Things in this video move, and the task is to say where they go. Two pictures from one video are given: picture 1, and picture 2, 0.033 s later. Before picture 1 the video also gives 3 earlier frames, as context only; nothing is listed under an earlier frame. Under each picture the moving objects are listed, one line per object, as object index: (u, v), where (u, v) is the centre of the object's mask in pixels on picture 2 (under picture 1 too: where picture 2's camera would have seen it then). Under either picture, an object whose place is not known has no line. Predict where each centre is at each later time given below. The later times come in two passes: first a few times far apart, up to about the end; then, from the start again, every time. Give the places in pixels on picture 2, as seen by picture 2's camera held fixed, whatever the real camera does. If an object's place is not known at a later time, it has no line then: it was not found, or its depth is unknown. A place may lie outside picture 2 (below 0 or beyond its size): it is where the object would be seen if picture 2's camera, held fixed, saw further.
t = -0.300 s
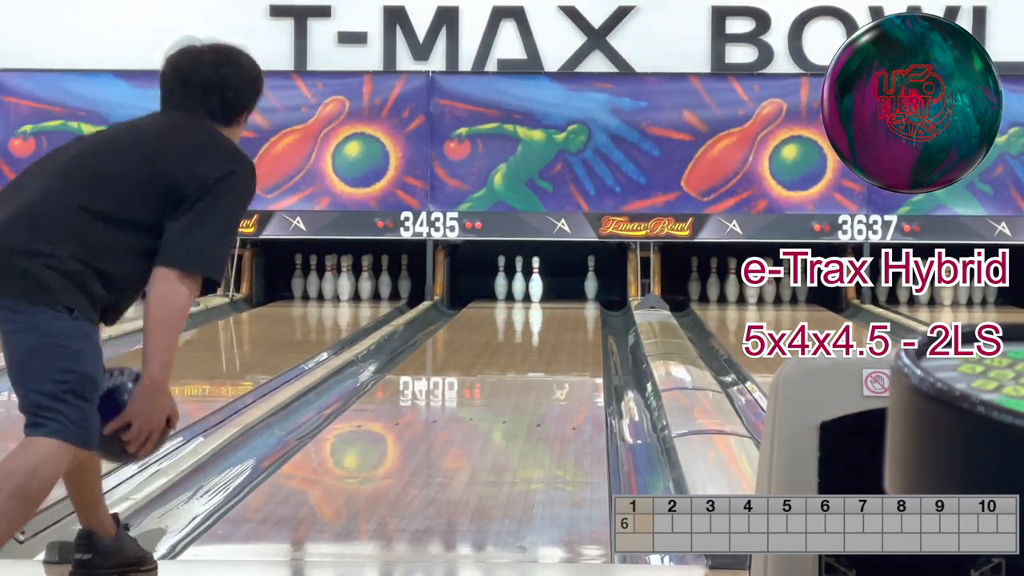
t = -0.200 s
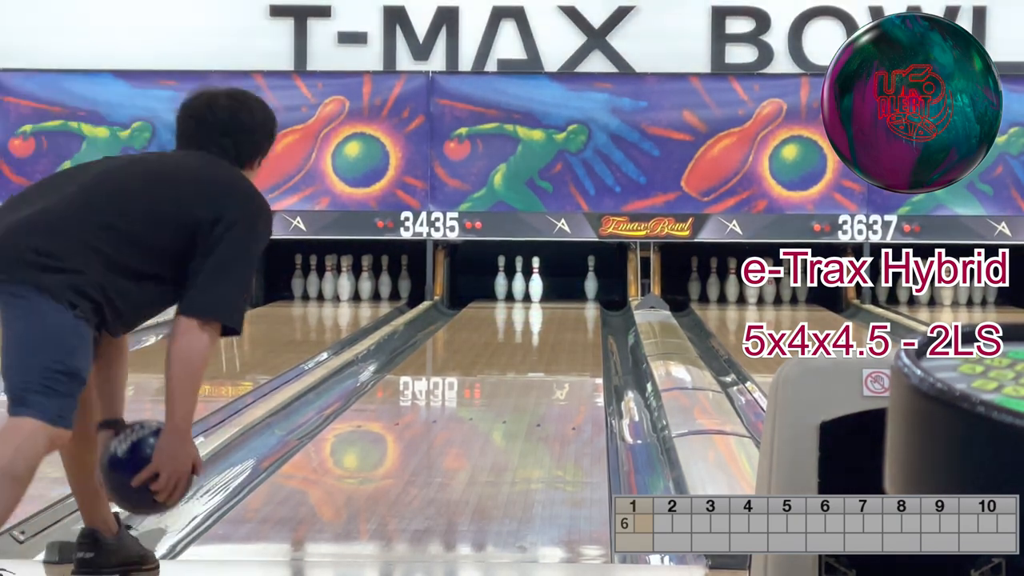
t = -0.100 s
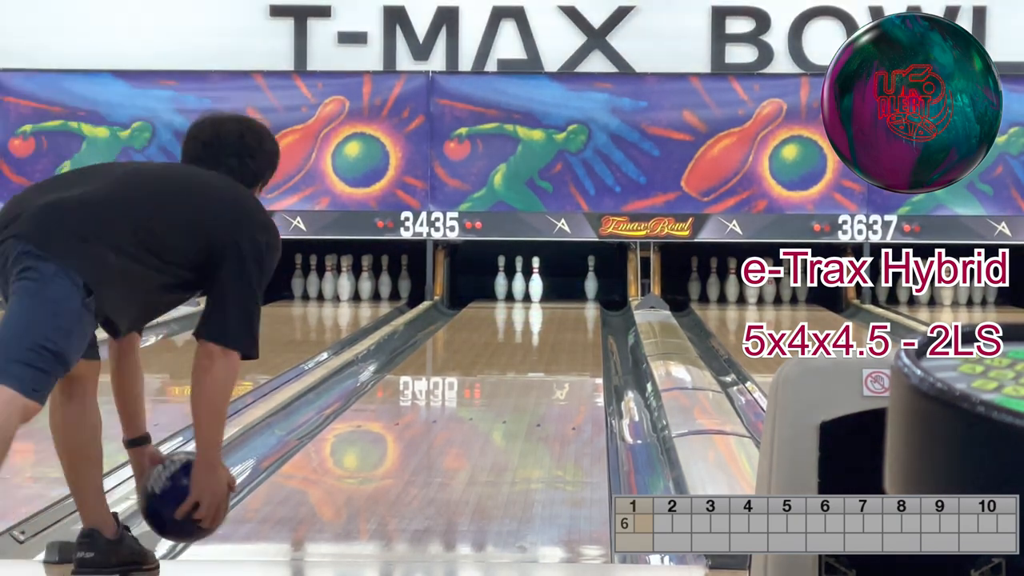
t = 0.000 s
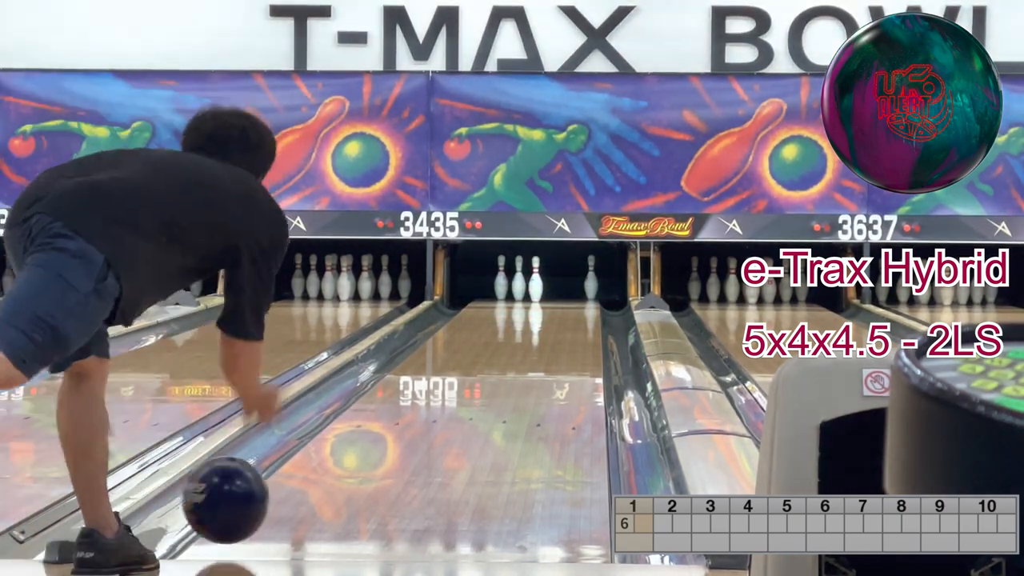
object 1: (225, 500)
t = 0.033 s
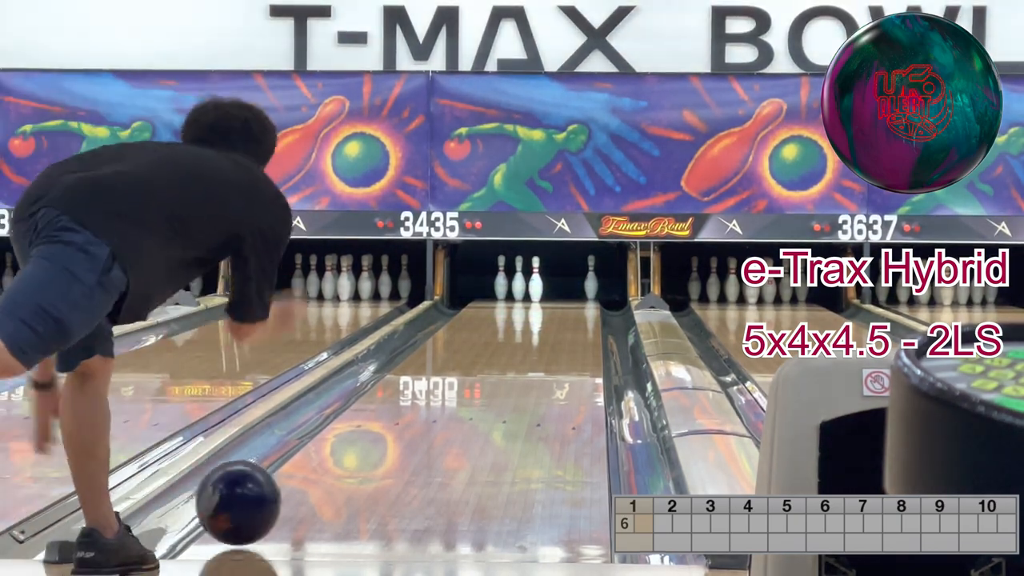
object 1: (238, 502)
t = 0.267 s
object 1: (313, 471)
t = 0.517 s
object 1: (375, 443)
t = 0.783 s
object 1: (427, 419)
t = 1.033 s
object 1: (466, 400)
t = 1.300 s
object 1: (500, 383)
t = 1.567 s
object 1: (529, 369)
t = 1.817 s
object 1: (550, 358)
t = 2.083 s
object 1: (569, 347)
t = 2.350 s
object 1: (583, 339)
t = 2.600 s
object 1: (591, 331)
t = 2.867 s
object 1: (595, 324)
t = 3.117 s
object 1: (594, 318)
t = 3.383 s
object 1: (587, 312)
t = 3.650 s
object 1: (574, 308)
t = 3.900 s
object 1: (563, 303)
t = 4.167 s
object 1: (553, 299)
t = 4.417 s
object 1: (543, 296)
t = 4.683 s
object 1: (534, 293)
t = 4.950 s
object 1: (524, 290)
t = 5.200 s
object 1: (508, 289)
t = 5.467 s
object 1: (497, 289)
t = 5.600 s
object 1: (488, 290)
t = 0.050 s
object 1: (244, 501)
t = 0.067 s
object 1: (250, 497)
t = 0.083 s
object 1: (256, 494)
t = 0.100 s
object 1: (262, 492)
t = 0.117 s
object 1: (268, 491)
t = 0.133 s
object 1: (273, 488)
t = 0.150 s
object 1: (279, 486)
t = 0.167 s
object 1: (284, 485)
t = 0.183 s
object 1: (289, 482)
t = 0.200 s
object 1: (294, 480)
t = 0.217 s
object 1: (299, 478)
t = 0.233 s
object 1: (304, 475)
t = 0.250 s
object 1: (308, 473)
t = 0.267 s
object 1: (313, 471)
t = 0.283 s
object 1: (318, 469)
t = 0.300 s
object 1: (323, 467)
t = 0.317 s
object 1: (327, 465)
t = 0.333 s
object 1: (332, 464)
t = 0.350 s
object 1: (336, 462)
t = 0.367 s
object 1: (340, 460)
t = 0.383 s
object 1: (344, 458)
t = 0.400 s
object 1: (348, 456)
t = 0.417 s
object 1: (352, 454)
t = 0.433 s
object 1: (356, 452)
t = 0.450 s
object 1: (360, 450)
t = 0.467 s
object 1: (364, 448)
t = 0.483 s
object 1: (367, 447)
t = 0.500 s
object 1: (371, 445)
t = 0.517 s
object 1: (375, 443)
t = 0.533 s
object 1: (379, 442)
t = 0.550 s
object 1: (382, 440)
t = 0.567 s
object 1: (386, 438)
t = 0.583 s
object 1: (389, 437)
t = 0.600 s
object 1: (392, 435)
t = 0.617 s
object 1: (396, 433)
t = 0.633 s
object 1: (399, 432)
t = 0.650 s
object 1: (402, 430)
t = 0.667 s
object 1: (406, 428)
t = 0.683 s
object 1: (409, 427)
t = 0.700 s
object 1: (412, 426)
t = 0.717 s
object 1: (415, 425)
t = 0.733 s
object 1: (418, 423)
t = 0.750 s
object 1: (421, 421)
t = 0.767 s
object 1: (424, 420)
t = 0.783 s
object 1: (427, 419)
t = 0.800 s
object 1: (430, 417)
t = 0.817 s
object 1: (433, 416)
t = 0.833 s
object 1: (436, 415)
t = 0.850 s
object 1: (438, 413)
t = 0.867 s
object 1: (441, 412)
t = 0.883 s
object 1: (443, 410)
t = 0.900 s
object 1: (446, 409)
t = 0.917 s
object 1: (449, 408)
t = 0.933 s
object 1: (451, 407)
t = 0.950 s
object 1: (454, 406)
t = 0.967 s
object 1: (457, 404)
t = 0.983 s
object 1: (459, 403)
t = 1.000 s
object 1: (462, 402)
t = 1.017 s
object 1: (464, 401)
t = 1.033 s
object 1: (466, 400)
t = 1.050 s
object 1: (469, 399)
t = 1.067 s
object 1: (471, 398)
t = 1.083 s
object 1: (473, 396)
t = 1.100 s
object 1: (475, 395)
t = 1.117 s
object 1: (477, 394)
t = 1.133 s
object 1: (479, 393)
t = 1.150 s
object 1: (482, 392)
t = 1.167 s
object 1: (484, 391)
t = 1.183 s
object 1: (486, 390)
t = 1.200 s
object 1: (489, 389)
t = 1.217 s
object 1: (491, 388)
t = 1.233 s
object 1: (493, 387)
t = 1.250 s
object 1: (495, 386)
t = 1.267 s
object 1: (497, 385)
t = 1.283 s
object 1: (499, 384)
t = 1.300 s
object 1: (500, 383)
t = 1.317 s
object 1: (503, 382)
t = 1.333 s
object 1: (504, 381)
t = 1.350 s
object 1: (506, 380)
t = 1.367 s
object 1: (508, 380)
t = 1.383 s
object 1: (510, 379)
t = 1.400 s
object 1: (512, 378)
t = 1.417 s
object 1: (514, 377)
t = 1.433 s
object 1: (515, 376)
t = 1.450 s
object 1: (517, 375)
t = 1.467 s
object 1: (519, 374)
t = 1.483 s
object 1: (521, 373)
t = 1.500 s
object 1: (522, 372)
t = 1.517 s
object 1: (524, 372)
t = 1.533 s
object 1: (525, 371)
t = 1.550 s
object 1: (527, 370)
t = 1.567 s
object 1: (529, 369)
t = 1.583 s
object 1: (530, 368)
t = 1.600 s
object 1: (532, 368)
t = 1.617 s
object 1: (533, 367)
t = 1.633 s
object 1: (535, 366)
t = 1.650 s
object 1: (536, 366)
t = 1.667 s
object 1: (537, 365)
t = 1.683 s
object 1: (539, 364)
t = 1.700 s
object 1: (540, 363)
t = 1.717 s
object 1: (542, 362)
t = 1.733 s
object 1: (543, 361)
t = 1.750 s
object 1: (545, 361)
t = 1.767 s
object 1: (546, 360)
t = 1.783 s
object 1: (547, 359)
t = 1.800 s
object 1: (549, 358)
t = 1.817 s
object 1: (550, 358)
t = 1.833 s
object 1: (552, 357)
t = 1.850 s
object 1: (553, 356)
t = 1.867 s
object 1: (554, 355)
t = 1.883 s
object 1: (555, 355)
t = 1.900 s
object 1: (556, 354)
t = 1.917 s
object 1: (558, 353)
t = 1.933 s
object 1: (559, 353)
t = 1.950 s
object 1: (560, 352)
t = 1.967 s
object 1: (562, 351)
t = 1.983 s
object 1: (563, 351)
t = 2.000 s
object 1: (564, 350)
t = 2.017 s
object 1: (565, 349)
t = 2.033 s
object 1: (566, 349)
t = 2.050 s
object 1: (567, 348)
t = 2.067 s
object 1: (568, 348)
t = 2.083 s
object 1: (569, 347)
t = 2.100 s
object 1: (570, 347)
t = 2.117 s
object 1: (571, 346)
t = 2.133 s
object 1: (572, 346)
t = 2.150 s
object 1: (573, 345)
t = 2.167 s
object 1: (574, 345)
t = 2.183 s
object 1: (575, 344)
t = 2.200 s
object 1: (576, 343)
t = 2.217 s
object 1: (576, 343)
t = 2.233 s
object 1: (577, 342)
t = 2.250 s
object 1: (578, 342)
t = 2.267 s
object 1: (579, 341)
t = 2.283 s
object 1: (580, 341)
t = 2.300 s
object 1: (581, 340)
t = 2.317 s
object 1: (582, 340)
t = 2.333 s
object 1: (582, 339)
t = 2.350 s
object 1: (583, 339)
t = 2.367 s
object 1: (583, 338)
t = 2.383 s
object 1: (584, 338)
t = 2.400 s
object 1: (585, 337)
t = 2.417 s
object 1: (585, 337)
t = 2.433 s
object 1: (586, 336)
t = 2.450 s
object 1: (587, 336)
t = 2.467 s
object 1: (587, 335)
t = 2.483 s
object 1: (588, 335)
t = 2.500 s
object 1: (588, 334)
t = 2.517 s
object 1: (589, 334)
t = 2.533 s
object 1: (589, 333)
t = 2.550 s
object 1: (590, 333)
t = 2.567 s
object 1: (590, 333)
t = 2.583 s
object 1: (591, 332)
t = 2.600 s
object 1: (591, 331)
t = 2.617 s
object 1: (591, 331)
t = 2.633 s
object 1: (592, 330)
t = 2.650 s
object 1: (592, 330)
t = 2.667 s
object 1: (593, 329)
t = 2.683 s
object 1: (593, 329)
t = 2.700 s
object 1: (593, 329)
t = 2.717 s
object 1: (593, 328)
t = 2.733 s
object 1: (594, 328)
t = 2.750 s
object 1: (594, 327)
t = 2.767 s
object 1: (594, 327)
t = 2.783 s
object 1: (595, 326)
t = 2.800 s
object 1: (595, 326)
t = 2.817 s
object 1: (595, 326)
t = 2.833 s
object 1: (595, 325)
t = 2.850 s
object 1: (595, 324)
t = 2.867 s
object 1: (595, 324)
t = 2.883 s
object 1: (595, 323)
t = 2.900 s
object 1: (595, 323)
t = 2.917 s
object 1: (595, 322)
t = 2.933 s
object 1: (595, 322)
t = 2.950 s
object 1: (595, 322)
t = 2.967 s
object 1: (595, 321)
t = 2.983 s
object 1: (595, 321)
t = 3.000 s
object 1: (595, 320)
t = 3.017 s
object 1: (595, 320)
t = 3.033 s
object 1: (595, 320)
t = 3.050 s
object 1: (595, 319)
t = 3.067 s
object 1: (594, 319)
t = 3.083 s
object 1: (595, 319)
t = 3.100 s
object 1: (594, 318)
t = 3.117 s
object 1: (594, 318)
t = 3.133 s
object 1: (593, 317)
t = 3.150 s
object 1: (593, 317)
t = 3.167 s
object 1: (593, 317)
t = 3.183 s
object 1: (593, 316)
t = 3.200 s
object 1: (592, 316)
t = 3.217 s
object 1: (592, 316)
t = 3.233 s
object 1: (591, 315)
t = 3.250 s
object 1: (591, 315)
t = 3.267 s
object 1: (591, 315)
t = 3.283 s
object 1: (590, 314)
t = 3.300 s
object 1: (590, 314)
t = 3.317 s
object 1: (589, 314)
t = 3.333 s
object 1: (589, 313)
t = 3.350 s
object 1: (588, 313)
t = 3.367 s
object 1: (587, 313)
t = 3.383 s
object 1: (587, 312)
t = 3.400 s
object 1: (586, 312)
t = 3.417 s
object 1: (585, 312)
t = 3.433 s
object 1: (584, 311)
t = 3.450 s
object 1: (583, 311)
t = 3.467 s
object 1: (583, 311)
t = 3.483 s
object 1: (582, 311)
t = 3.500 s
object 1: (581, 310)
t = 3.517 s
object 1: (581, 310)
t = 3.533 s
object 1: (580, 310)
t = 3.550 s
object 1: (579, 309)
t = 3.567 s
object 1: (579, 309)
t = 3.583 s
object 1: (578, 309)
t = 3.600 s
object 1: (577, 309)
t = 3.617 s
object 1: (576, 308)
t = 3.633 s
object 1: (575, 308)
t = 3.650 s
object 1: (574, 308)
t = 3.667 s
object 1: (574, 307)
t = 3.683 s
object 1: (573, 307)
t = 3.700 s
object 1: (572, 307)
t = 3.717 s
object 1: (572, 306)
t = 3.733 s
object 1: (571, 306)
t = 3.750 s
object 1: (570, 306)
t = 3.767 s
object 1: (569, 306)
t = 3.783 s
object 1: (569, 306)
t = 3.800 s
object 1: (568, 305)
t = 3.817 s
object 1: (567, 305)
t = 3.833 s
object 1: (566, 304)
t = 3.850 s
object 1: (565, 304)
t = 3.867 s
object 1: (564, 304)
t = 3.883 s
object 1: (564, 304)
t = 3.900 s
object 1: (563, 303)
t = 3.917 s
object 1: (563, 303)
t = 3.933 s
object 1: (562, 303)
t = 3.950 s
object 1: (561, 303)
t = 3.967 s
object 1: (561, 302)
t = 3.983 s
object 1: (560, 302)
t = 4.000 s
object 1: (559, 302)
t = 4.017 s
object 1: (559, 301)
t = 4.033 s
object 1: (558, 301)
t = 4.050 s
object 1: (557, 301)
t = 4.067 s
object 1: (556, 300)
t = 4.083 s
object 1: (556, 300)
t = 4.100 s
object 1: (556, 300)
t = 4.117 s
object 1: (555, 300)
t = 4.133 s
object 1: (555, 300)
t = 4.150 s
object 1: (554, 300)
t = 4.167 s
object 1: (553, 299)
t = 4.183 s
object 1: (552, 299)
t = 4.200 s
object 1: (552, 299)
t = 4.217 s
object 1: (551, 299)
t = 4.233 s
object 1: (550, 298)
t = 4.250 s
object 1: (550, 298)
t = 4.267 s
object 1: (549, 298)
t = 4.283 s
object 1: (548, 298)
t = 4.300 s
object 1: (547, 297)
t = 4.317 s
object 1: (547, 297)
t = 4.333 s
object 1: (547, 297)
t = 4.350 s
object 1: (546, 296)
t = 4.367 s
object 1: (545, 296)
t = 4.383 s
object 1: (545, 296)
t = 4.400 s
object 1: (544, 296)
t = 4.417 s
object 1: (543, 296)
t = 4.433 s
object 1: (543, 296)
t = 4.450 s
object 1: (542, 296)
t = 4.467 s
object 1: (542, 295)
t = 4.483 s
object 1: (540, 295)
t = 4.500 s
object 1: (540, 295)
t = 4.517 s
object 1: (539, 295)
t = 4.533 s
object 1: (539, 294)
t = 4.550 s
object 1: (539, 294)
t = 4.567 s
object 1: (538, 294)
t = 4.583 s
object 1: (538, 294)
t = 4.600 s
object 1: (537, 293)
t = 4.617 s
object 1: (536, 293)
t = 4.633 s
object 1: (536, 293)
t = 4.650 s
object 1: (535, 293)
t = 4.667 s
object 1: (535, 293)
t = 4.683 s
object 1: (534, 293)
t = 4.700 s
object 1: (534, 292)
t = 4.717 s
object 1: (533, 292)
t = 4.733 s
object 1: (533, 292)
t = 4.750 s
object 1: (532, 292)
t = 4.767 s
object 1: (531, 291)
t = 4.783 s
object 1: (531, 291)
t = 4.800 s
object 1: (530, 291)
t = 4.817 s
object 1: (530, 291)
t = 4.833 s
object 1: (529, 291)
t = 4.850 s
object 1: (528, 291)
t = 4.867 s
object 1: (528, 291)
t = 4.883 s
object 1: (528, 290)
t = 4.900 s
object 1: (527, 290)
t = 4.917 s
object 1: (526, 290)
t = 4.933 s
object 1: (526, 290)
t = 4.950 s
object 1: (524, 290)
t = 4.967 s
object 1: (523, 289)
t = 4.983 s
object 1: (523, 289)
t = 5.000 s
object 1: (522, 289)
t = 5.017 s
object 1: (520, 288)
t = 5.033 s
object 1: (519, 289)
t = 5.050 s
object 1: (518, 289)
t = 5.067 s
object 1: (517, 288)
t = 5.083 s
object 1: (516, 288)
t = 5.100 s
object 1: (515, 289)
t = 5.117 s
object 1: (513, 288)
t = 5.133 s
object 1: (512, 288)
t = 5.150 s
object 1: (512, 288)
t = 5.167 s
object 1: (511, 288)
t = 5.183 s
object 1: (510, 288)
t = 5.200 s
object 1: (508, 289)
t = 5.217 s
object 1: (507, 288)
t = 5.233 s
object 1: (506, 288)
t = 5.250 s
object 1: (506, 288)
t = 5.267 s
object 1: (505, 288)
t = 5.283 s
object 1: (504, 288)
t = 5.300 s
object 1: (503, 287)
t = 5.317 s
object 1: (502, 288)
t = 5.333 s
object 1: (502, 288)
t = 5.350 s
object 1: (501, 288)
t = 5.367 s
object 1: (501, 287)
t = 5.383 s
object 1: (501, 287)
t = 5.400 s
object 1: (500, 288)
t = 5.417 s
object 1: (499, 289)
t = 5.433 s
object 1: (499, 288)
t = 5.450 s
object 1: (498, 289)
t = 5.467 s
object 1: (497, 289)
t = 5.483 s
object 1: (494, 289)
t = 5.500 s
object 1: (494, 289)
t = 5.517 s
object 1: (492, 289)
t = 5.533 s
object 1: (492, 289)
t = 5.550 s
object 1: (491, 289)
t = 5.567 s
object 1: (491, 290)
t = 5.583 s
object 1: (492, 290)
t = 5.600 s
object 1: (488, 290)
